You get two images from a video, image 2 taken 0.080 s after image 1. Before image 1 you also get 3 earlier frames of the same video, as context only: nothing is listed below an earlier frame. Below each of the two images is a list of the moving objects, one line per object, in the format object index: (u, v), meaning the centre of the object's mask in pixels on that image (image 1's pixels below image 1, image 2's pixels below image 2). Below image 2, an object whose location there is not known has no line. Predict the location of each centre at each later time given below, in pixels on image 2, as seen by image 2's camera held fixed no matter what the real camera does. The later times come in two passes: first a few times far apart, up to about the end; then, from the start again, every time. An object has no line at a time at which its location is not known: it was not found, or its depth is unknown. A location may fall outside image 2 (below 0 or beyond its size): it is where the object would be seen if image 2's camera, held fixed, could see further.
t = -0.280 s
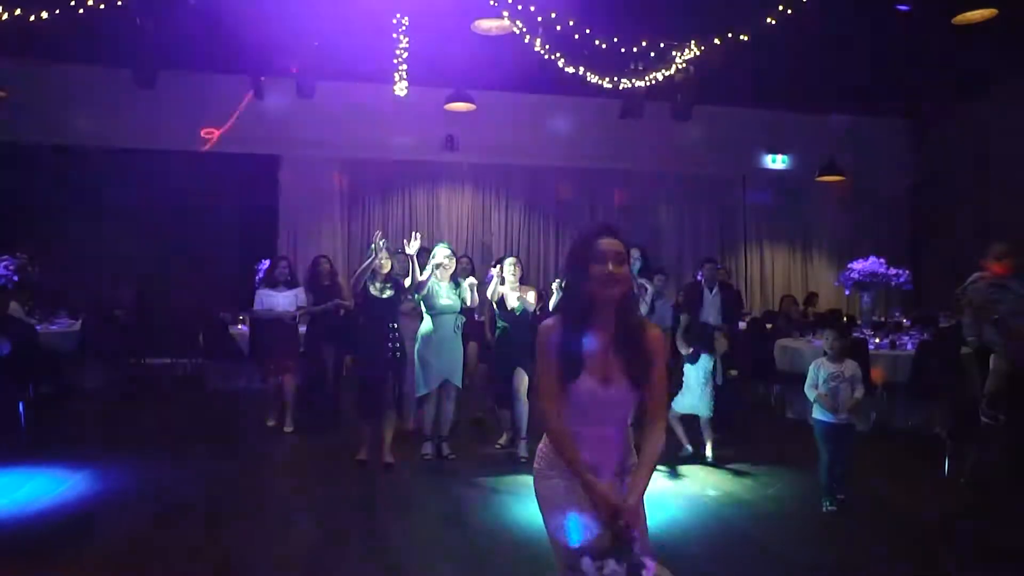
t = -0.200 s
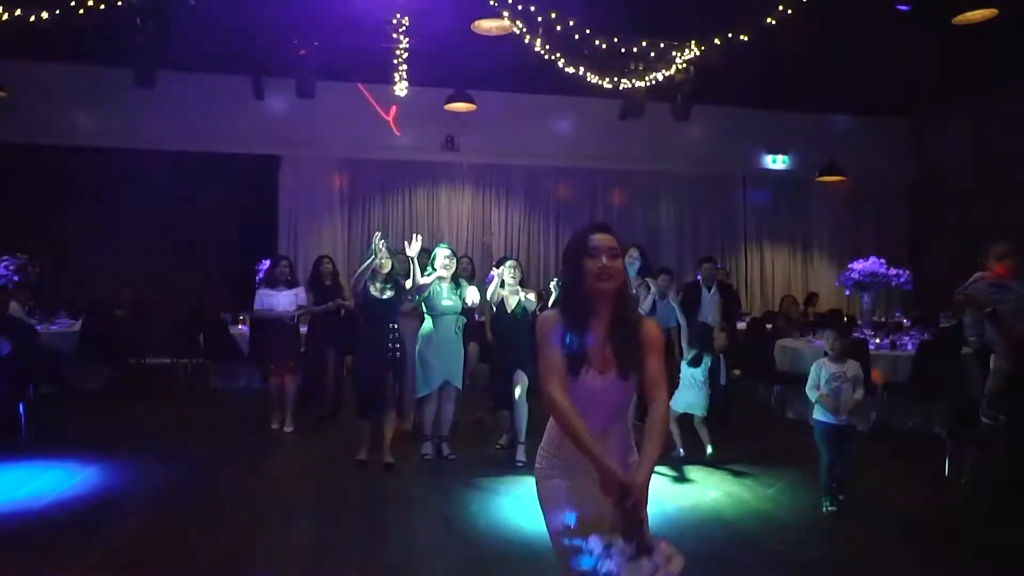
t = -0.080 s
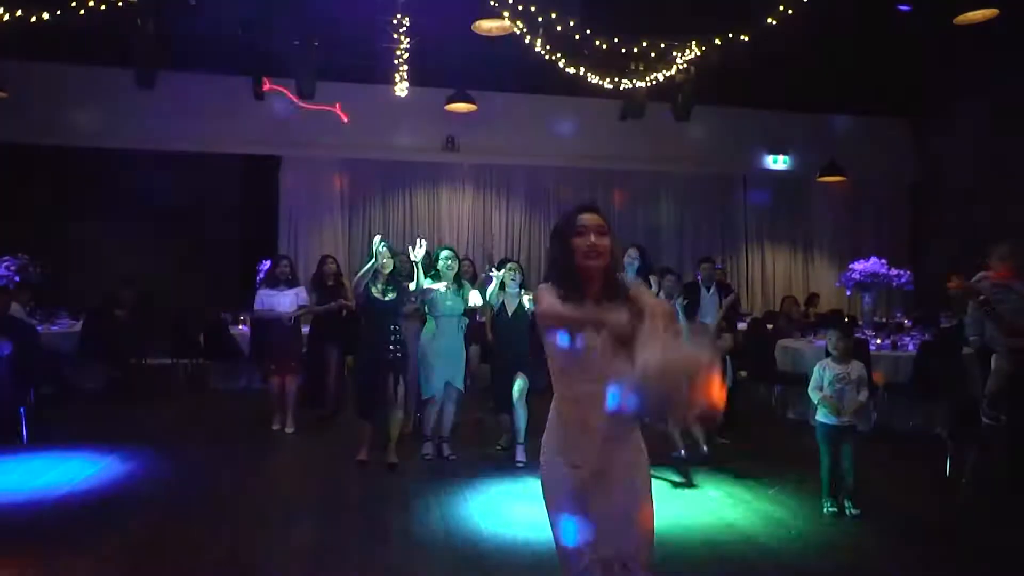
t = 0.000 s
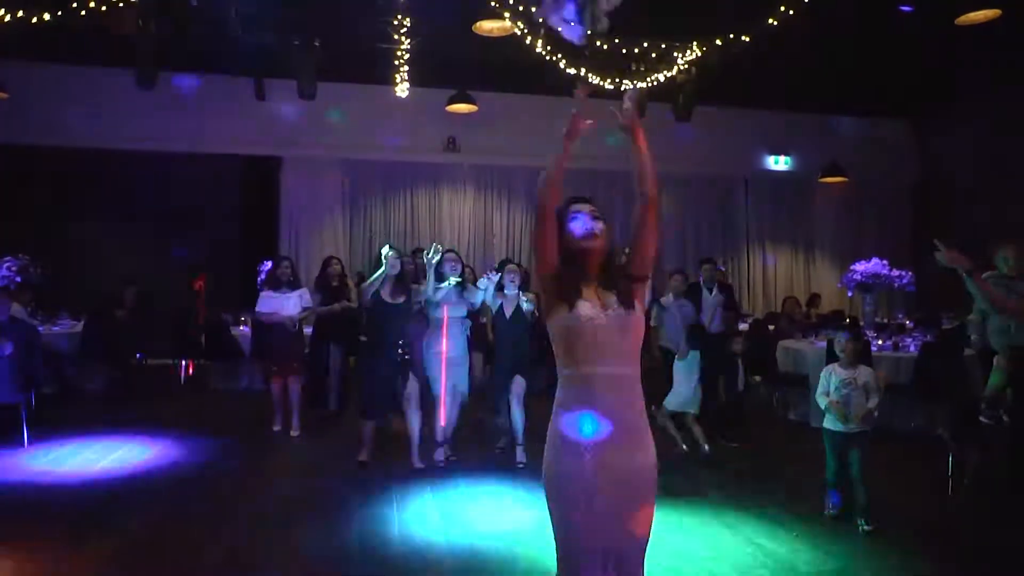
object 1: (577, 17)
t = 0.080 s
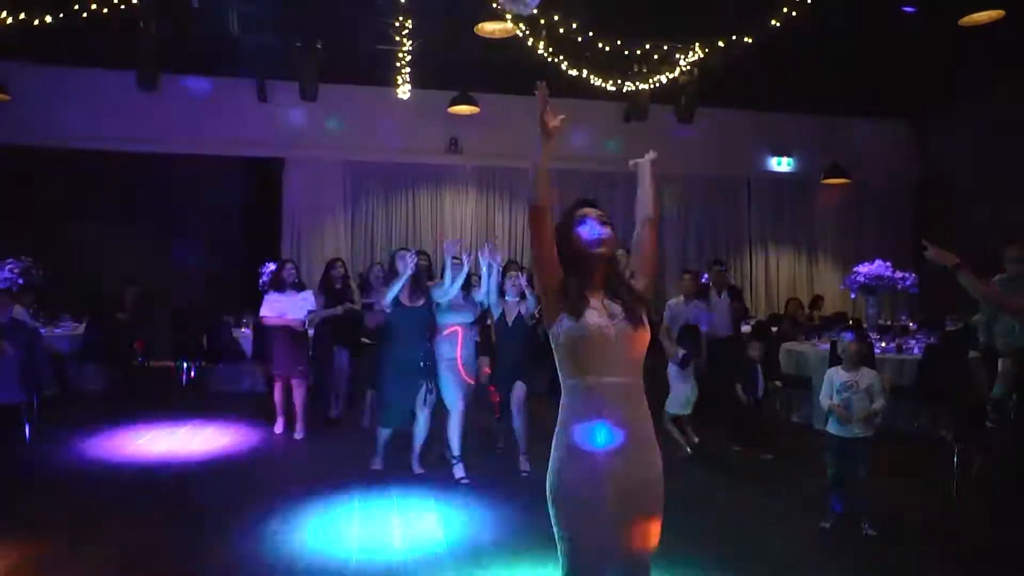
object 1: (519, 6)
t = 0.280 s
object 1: (476, 127)
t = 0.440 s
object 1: (472, 164)
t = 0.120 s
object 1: (501, 13)
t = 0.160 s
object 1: (488, 49)
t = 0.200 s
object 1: (480, 98)
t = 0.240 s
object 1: (478, 116)
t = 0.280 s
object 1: (476, 127)
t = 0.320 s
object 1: (475, 134)
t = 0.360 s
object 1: (473, 144)
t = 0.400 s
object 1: (473, 155)
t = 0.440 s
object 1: (472, 164)
